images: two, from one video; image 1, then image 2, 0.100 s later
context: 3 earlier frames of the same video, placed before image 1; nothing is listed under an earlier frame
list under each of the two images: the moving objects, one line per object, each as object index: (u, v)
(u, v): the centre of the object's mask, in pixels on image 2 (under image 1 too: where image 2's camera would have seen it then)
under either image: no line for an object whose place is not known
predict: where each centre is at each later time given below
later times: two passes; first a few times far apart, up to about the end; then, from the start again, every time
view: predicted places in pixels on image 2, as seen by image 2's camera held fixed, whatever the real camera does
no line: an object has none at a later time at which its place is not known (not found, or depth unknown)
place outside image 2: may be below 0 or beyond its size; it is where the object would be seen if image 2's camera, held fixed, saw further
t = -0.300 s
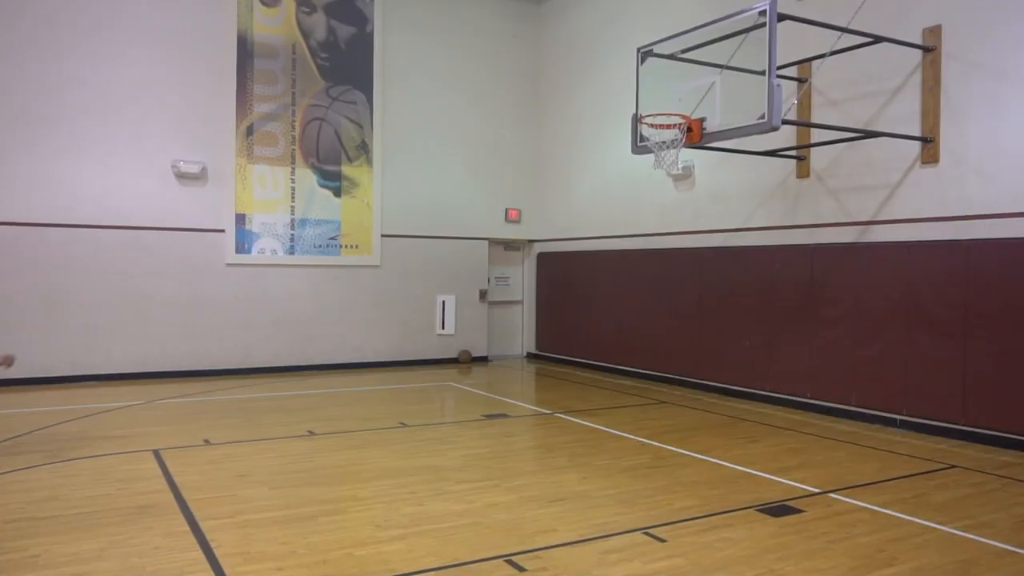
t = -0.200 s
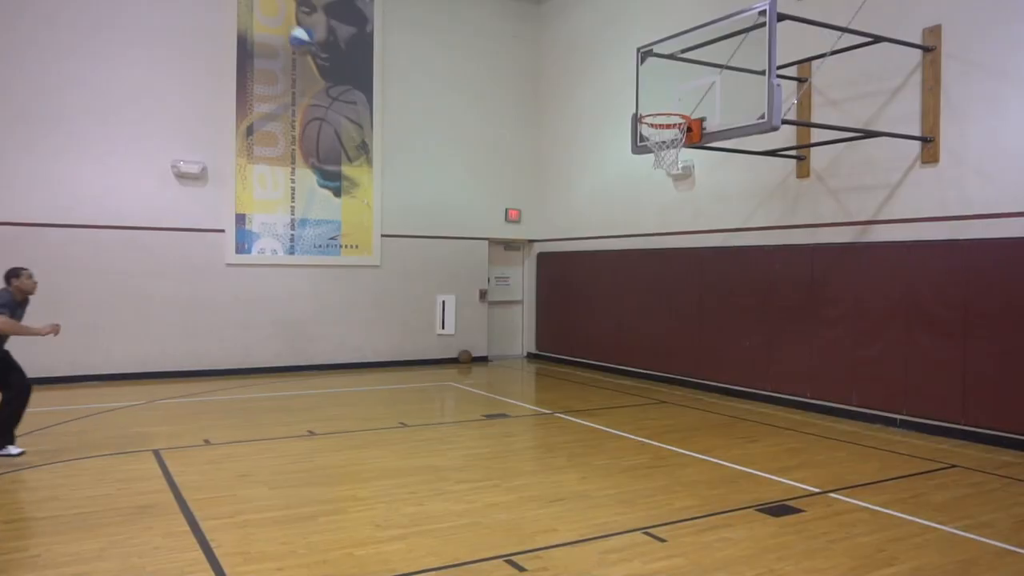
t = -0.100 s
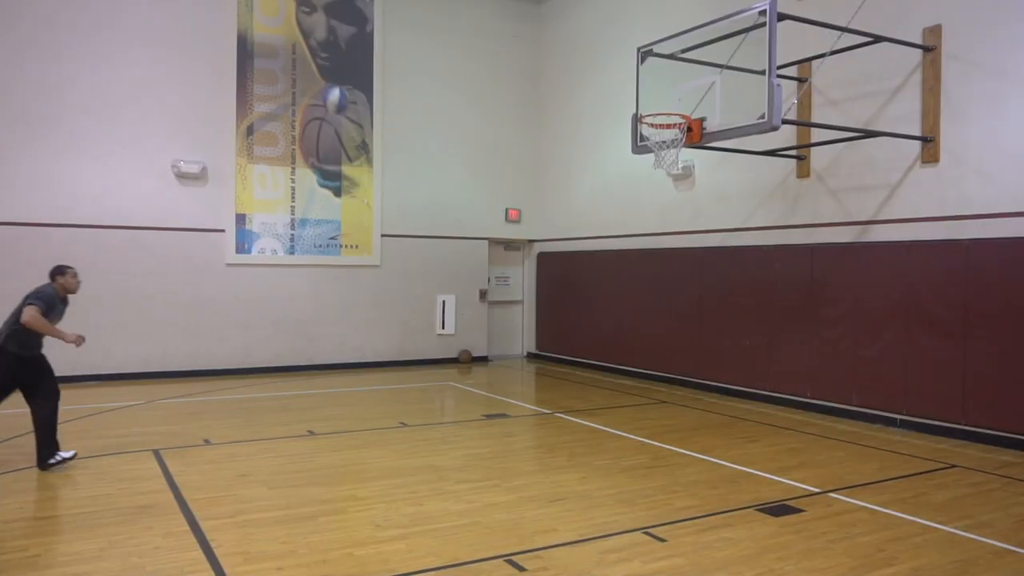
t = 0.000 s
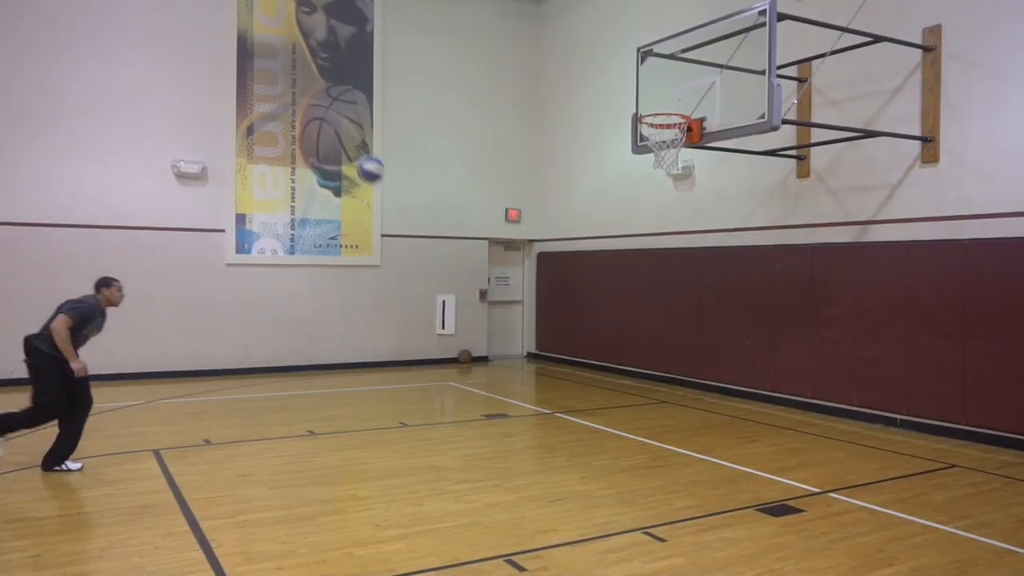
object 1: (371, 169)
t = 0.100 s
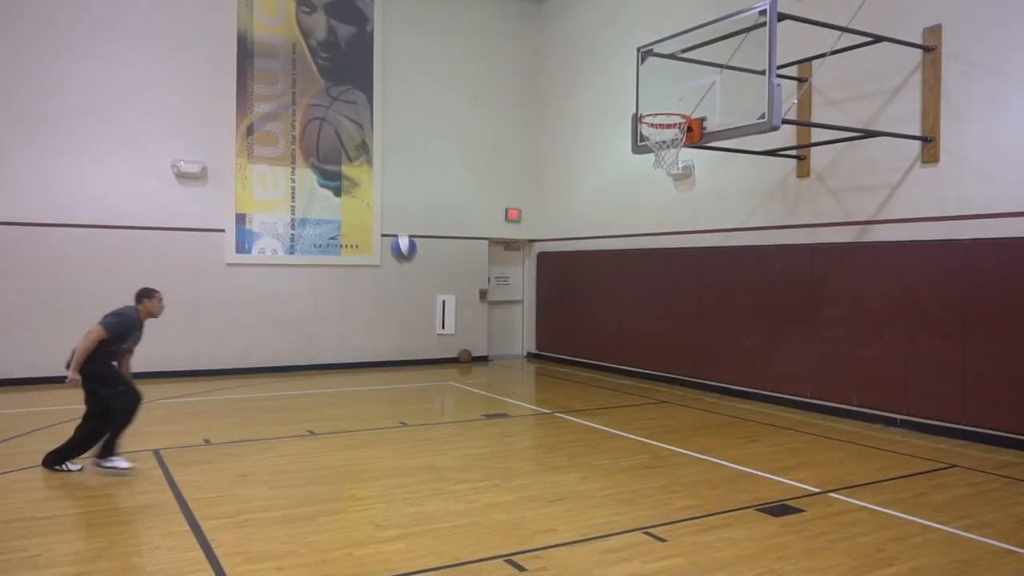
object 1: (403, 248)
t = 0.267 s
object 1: (458, 403)
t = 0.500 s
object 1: (491, 314)
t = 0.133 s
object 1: (413, 276)
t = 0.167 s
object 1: (424, 306)
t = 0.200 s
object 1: (436, 337)
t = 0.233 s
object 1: (447, 369)
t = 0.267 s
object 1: (458, 403)
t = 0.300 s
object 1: (470, 436)
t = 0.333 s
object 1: (474, 418)
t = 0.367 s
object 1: (477, 394)
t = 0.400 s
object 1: (480, 372)
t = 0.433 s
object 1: (484, 353)
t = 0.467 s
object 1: (488, 333)
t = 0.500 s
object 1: (491, 314)
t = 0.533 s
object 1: (494, 297)
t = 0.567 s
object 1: (498, 282)
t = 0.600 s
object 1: (502, 266)
